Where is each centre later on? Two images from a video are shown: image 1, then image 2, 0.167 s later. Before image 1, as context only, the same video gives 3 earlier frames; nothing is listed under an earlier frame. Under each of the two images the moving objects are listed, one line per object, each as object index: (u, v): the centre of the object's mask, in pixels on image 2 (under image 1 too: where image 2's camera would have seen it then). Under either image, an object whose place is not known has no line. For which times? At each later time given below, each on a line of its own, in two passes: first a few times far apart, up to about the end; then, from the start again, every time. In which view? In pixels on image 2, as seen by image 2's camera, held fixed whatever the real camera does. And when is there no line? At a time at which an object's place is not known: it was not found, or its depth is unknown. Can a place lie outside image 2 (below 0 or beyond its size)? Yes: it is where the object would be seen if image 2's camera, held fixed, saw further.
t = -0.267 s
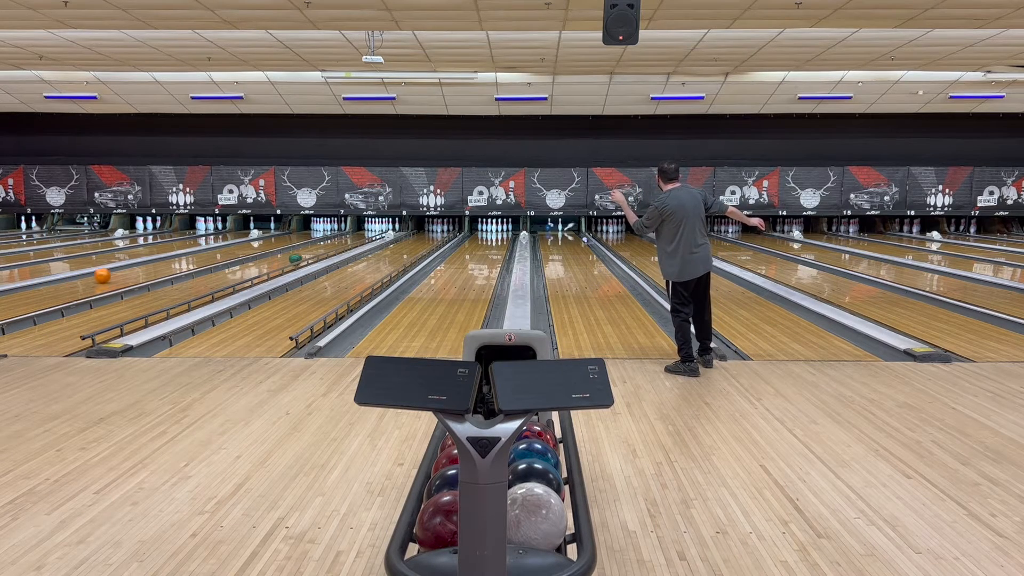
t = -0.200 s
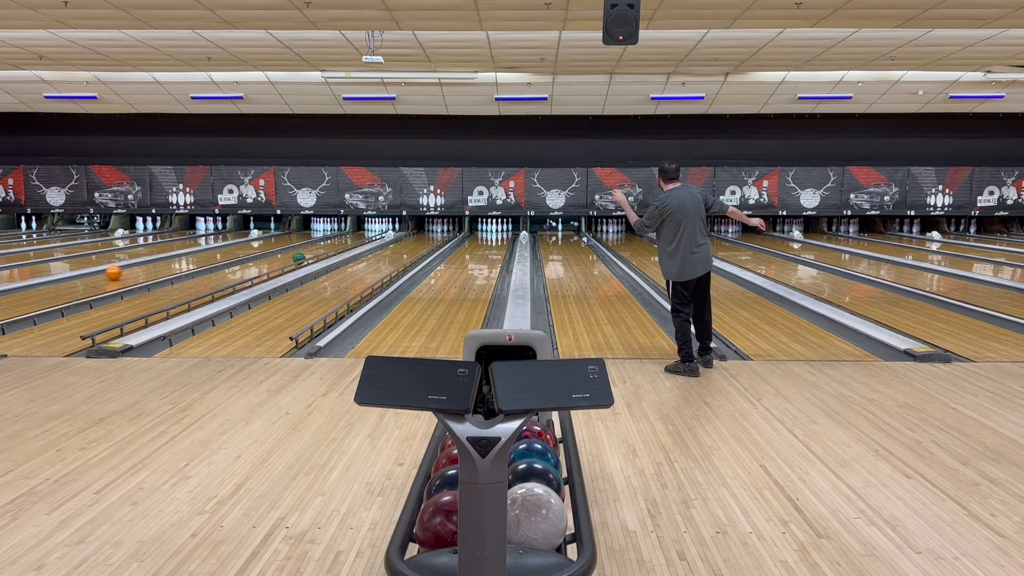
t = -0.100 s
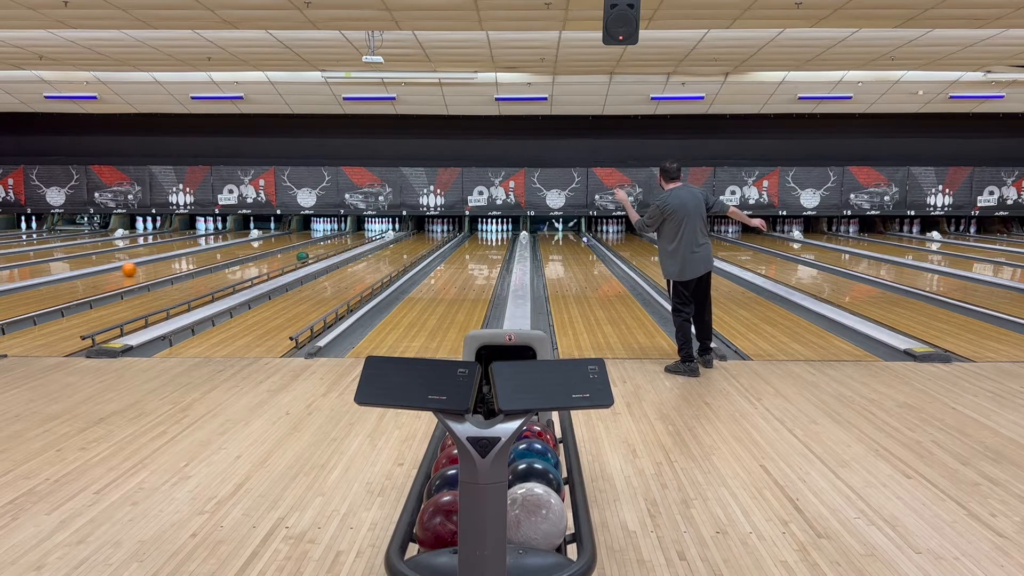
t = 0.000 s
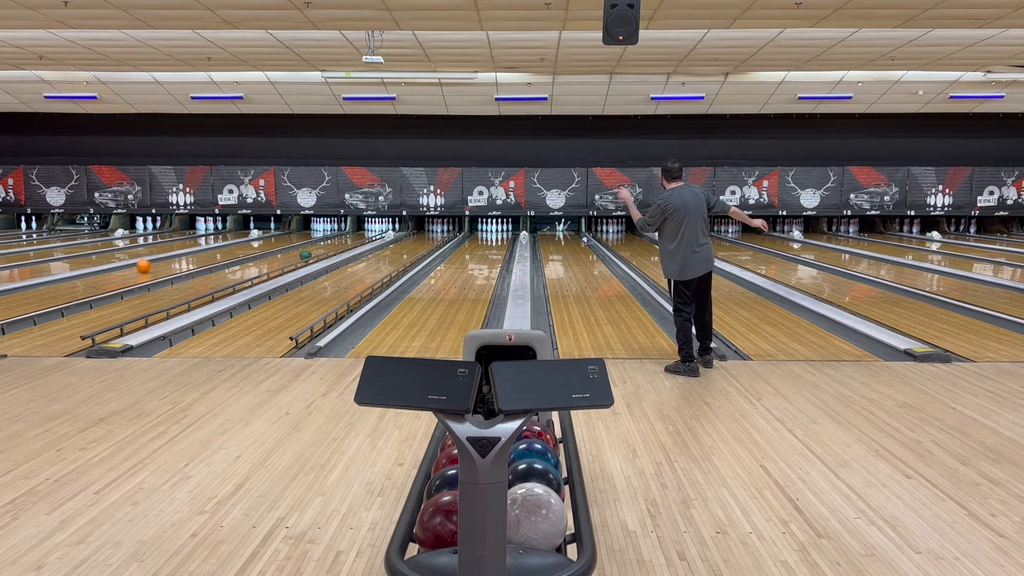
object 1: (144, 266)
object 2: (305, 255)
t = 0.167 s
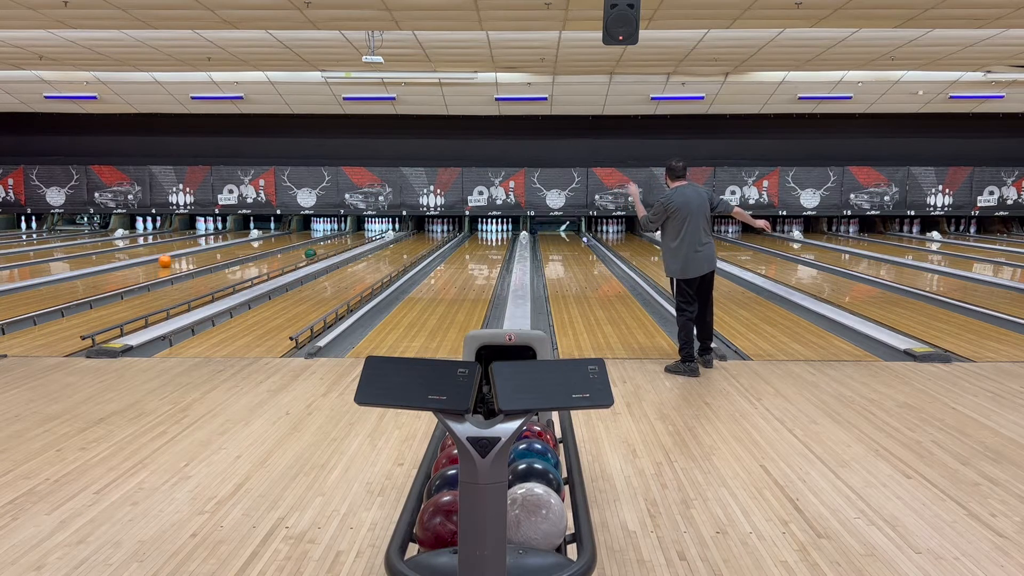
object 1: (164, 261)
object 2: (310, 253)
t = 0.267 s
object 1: (176, 258)
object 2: (313, 252)
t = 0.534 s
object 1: (203, 253)
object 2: (320, 249)
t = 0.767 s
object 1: (224, 248)
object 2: (326, 247)
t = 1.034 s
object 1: (243, 244)
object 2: (332, 245)
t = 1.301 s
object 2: (338, 242)
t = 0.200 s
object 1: (168, 260)
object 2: (311, 252)
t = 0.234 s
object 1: (172, 259)
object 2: (312, 252)
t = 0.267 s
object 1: (176, 258)
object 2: (313, 252)
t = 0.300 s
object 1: (180, 258)
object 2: (314, 252)
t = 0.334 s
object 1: (184, 257)
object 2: (315, 251)
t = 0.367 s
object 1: (187, 256)
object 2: (316, 251)
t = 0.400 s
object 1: (190, 256)
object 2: (317, 251)
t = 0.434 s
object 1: (194, 255)
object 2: (317, 250)
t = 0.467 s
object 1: (197, 254)
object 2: (318, 250)
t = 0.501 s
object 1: (200, 253)
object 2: (319, 249)
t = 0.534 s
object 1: (203, 253)
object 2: (320, 249)
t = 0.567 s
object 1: (206, 252)
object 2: (321, 249)
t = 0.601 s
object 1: (209, 251)
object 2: (322, 249)
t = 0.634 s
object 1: (212, 251)
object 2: (322, 248)
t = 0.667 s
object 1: (215, 250)
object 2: (324, 248)
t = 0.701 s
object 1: (218, 250)
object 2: (324, 248)
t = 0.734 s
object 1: (221, 249)
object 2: (325, 248)
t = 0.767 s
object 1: (224, 248)
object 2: (326, 247)
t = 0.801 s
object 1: (226, 248)
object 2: (326, 247)
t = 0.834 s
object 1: (229, 247)
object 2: (327, 247)
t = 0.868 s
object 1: (231, 247)
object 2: (328, 246)
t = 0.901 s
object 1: (233, 246)
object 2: (329, 246)
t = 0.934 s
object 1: (236, 245)
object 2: (330, 246)
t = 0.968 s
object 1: (239, 245)
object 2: (330, 246)
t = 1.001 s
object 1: (241, 244)
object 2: (331, 245)
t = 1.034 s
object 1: (243, 244)
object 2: (332, 245)
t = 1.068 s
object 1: (245, 244)
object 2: (333, 245)
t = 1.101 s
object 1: (247, 243)
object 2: (334, 244)
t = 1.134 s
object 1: (250, 243)
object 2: (334, 244)
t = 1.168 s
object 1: (252, 242)
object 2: (335, 244)
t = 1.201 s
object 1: (254, 242)
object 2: (336, 243)
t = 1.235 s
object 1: (256, 241)
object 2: (337, 243)
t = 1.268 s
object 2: (337, 243)
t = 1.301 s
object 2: (338, 242)
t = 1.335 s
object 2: (338, 242)
